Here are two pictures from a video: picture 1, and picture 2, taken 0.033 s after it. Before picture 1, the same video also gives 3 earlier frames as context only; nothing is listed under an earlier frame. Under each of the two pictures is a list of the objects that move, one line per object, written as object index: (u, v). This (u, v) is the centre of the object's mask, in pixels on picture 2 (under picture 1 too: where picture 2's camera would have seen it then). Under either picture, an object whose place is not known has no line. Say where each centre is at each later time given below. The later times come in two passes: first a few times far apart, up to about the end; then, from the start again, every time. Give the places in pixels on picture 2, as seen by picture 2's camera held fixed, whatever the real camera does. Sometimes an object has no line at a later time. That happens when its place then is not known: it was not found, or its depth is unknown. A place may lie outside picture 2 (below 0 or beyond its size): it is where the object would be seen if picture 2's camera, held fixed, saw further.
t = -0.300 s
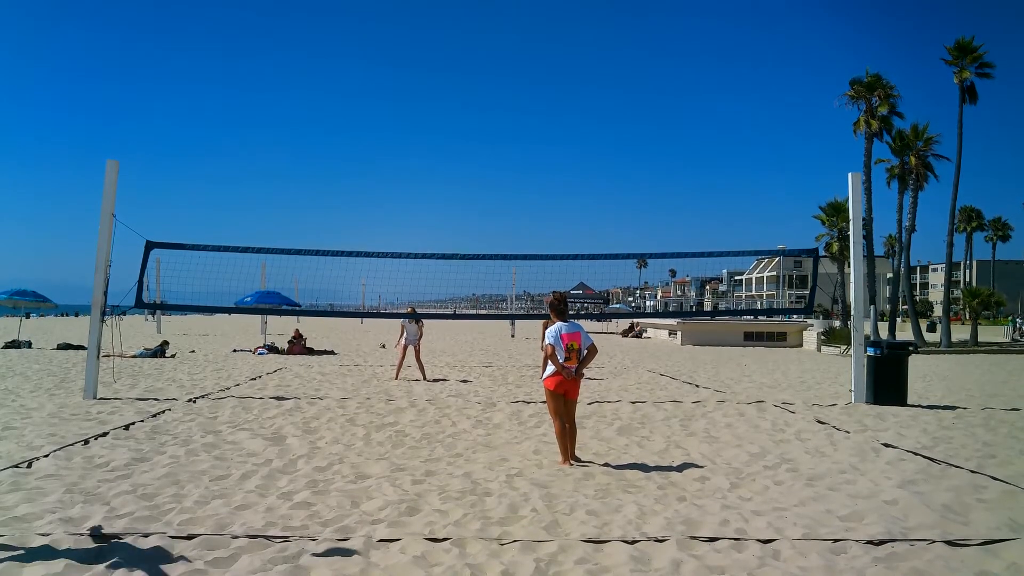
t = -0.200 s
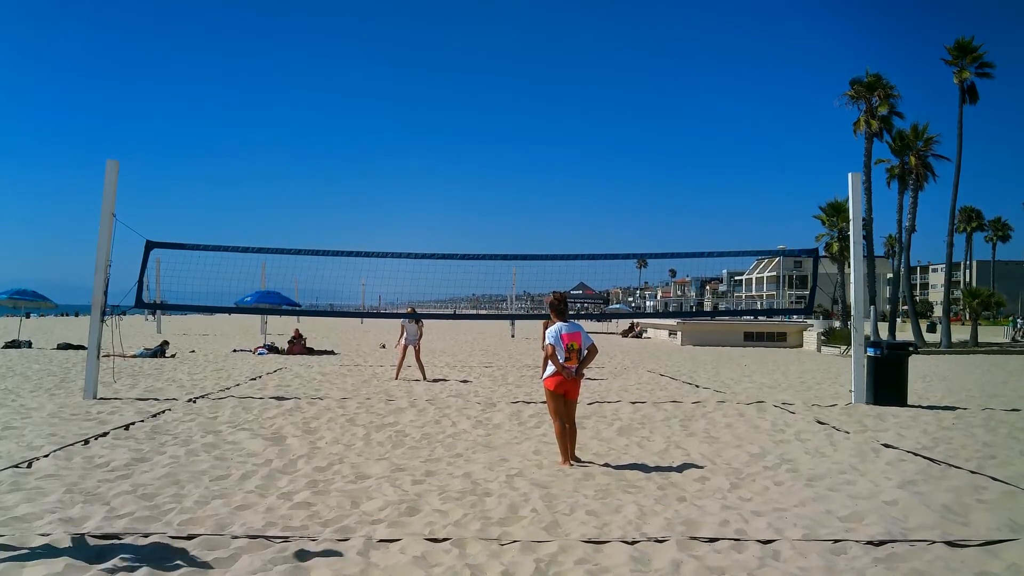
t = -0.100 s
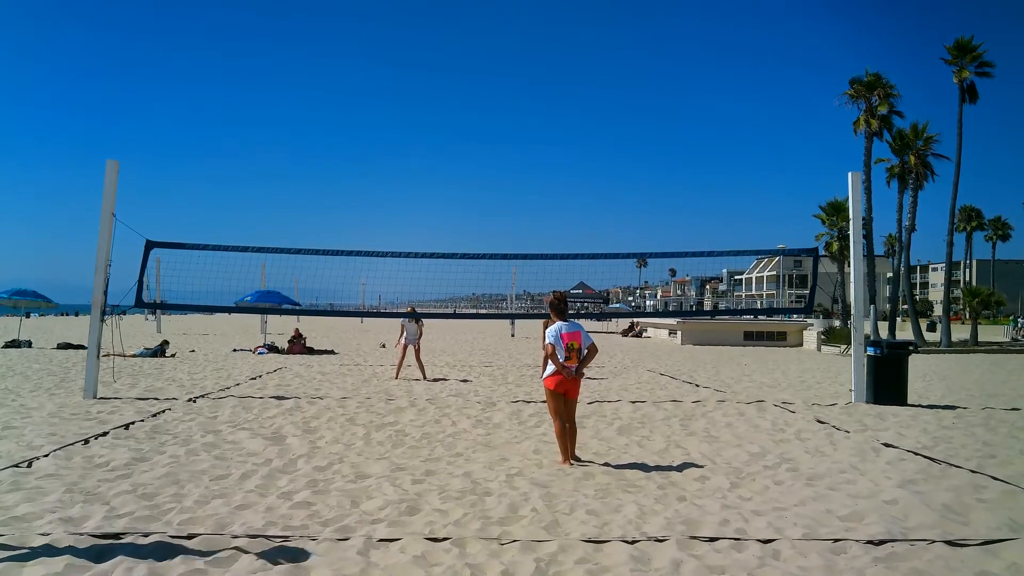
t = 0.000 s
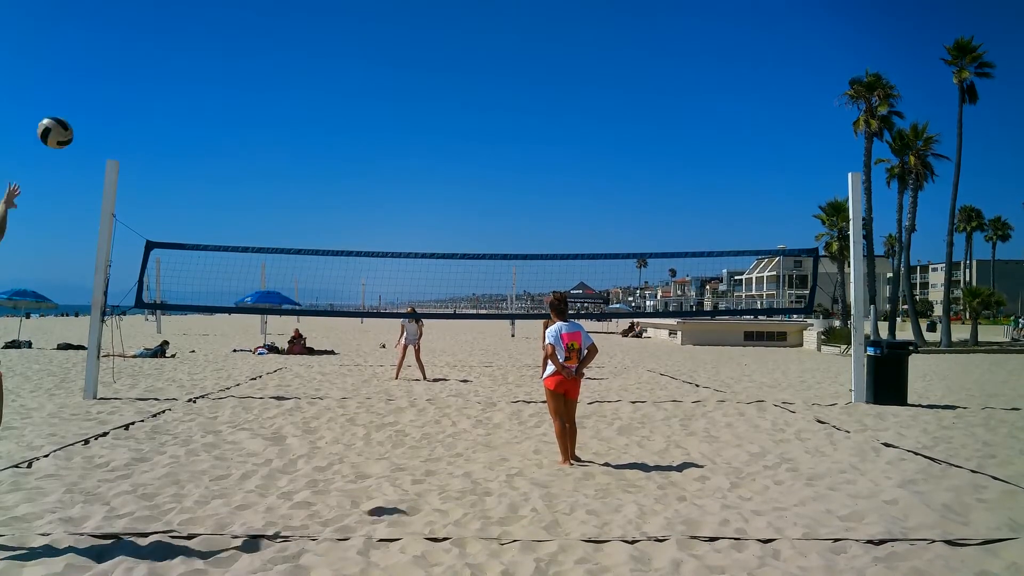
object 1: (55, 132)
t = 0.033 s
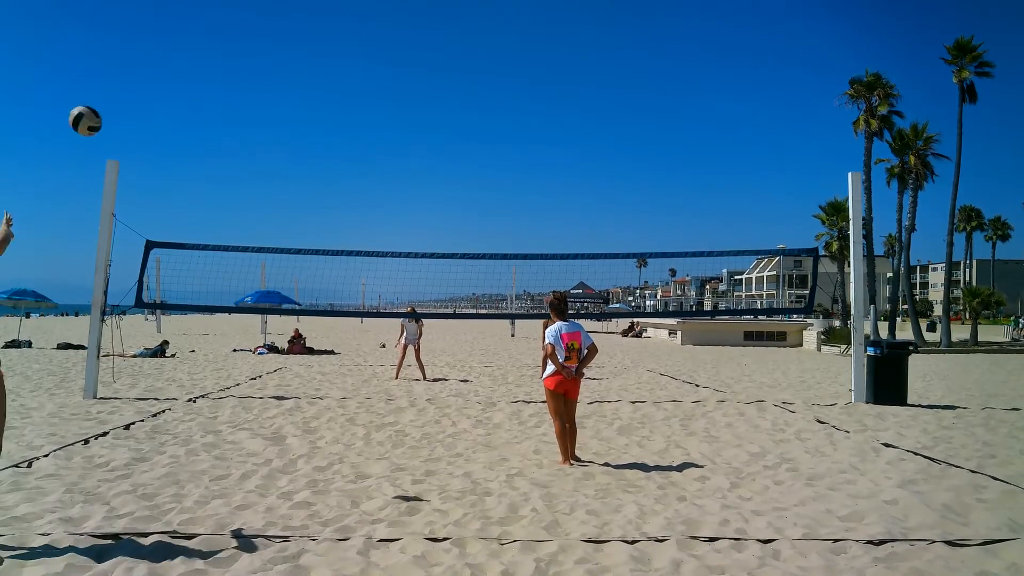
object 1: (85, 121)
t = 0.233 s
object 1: (204, 102)
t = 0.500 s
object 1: (282, 144)
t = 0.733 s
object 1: (320, 207)
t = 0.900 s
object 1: (340, 261)
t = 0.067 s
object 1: (112, 112)
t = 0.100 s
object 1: (136, 106)
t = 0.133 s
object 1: (156, 103)
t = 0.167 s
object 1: (174, 101)
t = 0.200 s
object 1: (190, 101)
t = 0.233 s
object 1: (204, 102)
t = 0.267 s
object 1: (217, 105)
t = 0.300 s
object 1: (228, 108)
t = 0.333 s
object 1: (239, 112)
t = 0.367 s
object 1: (249, 117)
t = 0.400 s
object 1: (258, 123)
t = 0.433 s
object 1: (267, 129)
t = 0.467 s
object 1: (275, 136)
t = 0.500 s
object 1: (282, 144)
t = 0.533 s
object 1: (289, 152)
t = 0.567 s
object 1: (295, 160)
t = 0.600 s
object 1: (300, 169)
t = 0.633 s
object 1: (306, 178)
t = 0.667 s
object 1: (311, 187)
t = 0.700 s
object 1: (316, 197)
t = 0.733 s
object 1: (320, 207)
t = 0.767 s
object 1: (324, 218)
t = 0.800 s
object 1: (329, 228)
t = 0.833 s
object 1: (332, 238)
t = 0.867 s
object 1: (336, 247)
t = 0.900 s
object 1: (340, 261)
